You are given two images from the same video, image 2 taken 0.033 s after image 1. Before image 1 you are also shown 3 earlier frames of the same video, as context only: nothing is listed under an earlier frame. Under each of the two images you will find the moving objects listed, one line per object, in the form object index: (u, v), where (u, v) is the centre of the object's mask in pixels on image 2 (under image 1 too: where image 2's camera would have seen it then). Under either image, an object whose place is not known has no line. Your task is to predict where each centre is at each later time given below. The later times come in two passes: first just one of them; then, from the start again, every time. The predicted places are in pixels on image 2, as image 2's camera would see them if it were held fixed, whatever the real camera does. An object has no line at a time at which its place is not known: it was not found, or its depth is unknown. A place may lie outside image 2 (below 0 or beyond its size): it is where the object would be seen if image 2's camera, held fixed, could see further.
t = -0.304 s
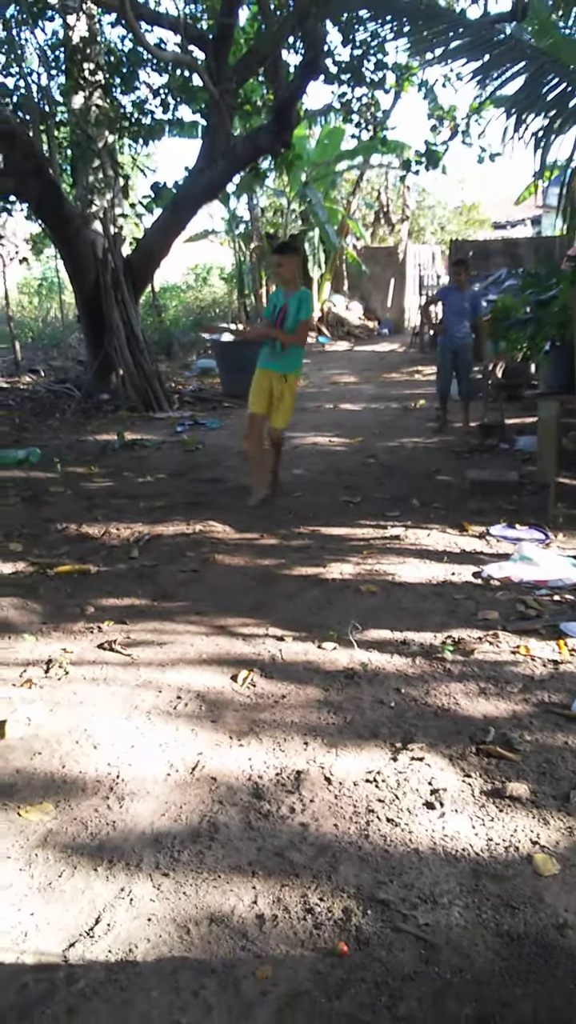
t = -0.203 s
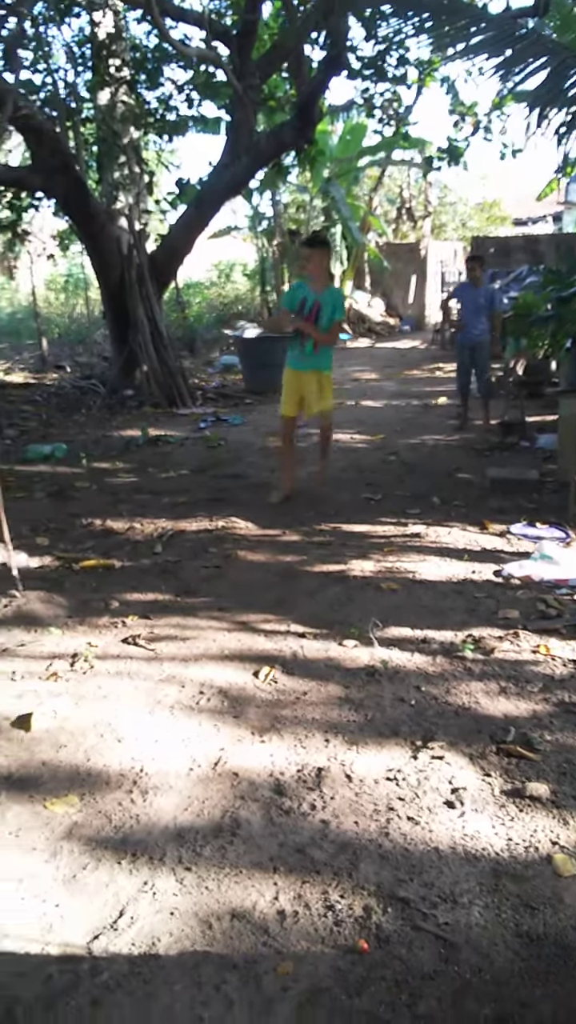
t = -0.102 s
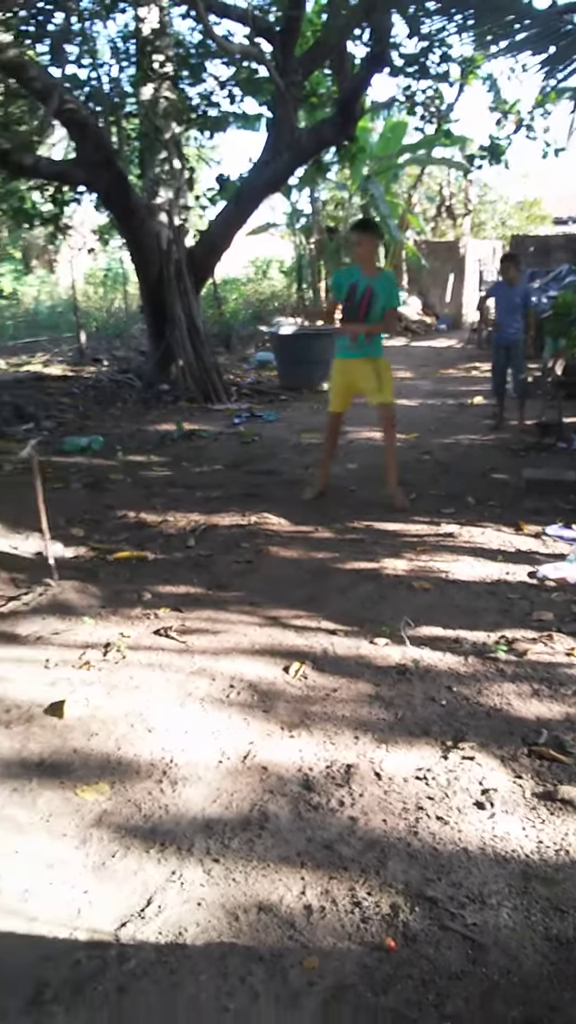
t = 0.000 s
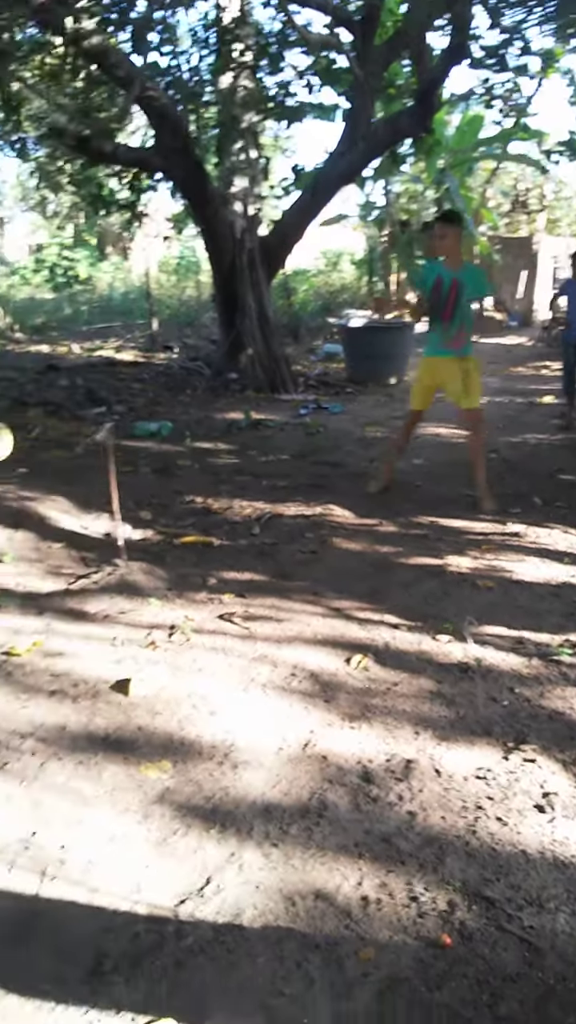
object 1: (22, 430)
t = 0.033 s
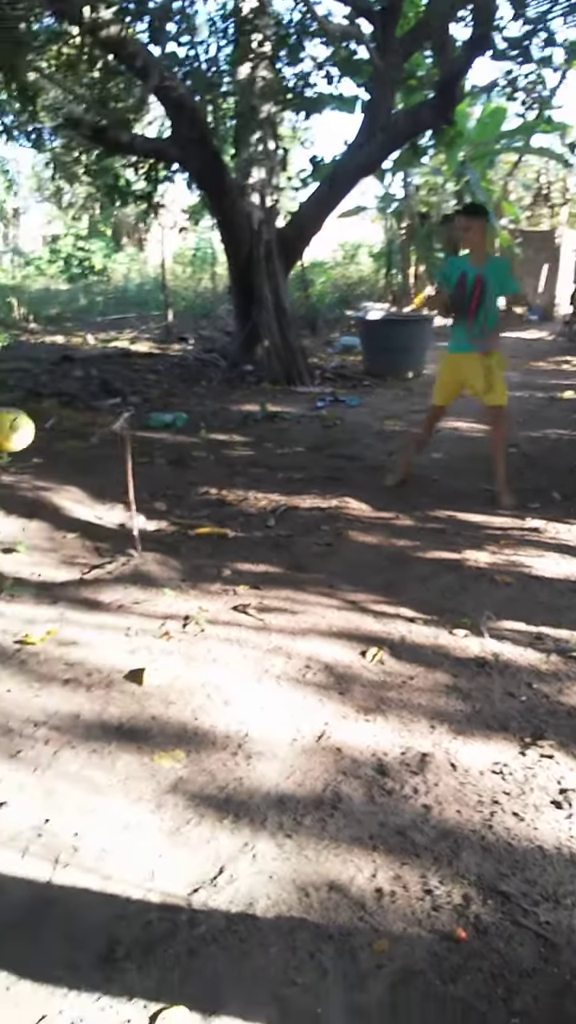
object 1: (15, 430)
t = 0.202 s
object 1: (56, 453)
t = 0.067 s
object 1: (18, 431)
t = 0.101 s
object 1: (27, 434)
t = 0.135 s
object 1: (40, 438)
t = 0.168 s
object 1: (49, 444)
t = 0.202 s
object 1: (56, 453)
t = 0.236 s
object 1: (64, 465)
